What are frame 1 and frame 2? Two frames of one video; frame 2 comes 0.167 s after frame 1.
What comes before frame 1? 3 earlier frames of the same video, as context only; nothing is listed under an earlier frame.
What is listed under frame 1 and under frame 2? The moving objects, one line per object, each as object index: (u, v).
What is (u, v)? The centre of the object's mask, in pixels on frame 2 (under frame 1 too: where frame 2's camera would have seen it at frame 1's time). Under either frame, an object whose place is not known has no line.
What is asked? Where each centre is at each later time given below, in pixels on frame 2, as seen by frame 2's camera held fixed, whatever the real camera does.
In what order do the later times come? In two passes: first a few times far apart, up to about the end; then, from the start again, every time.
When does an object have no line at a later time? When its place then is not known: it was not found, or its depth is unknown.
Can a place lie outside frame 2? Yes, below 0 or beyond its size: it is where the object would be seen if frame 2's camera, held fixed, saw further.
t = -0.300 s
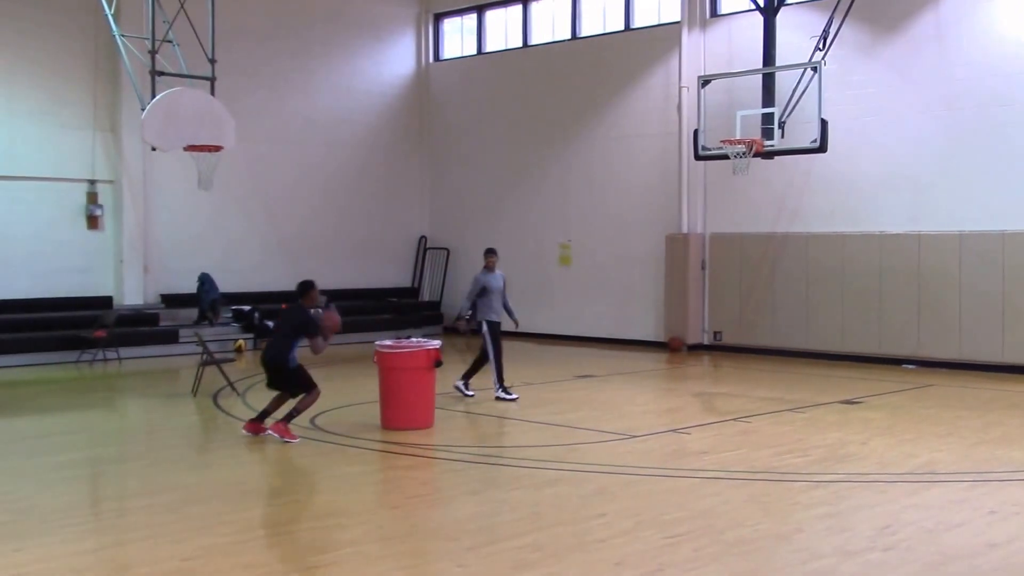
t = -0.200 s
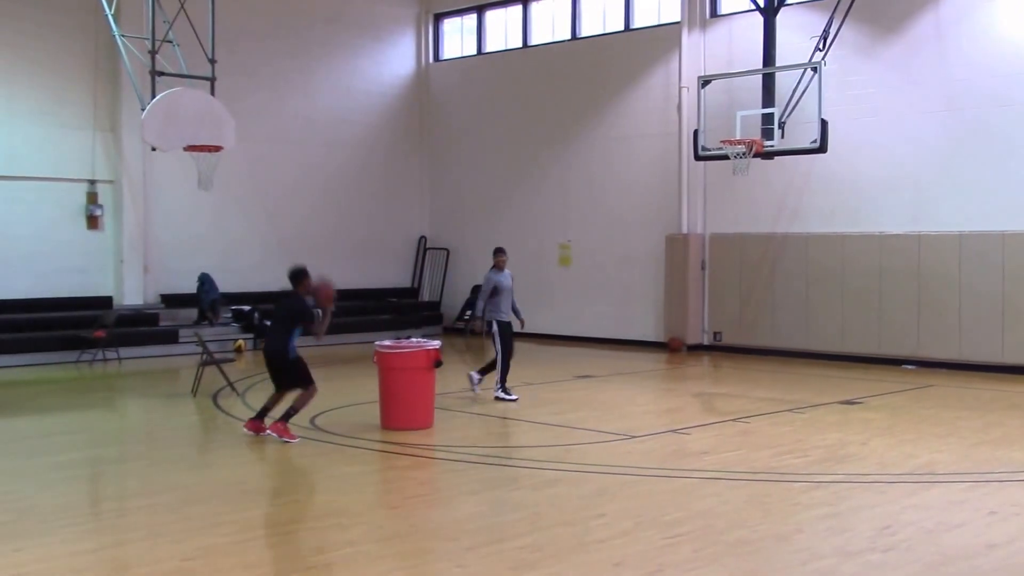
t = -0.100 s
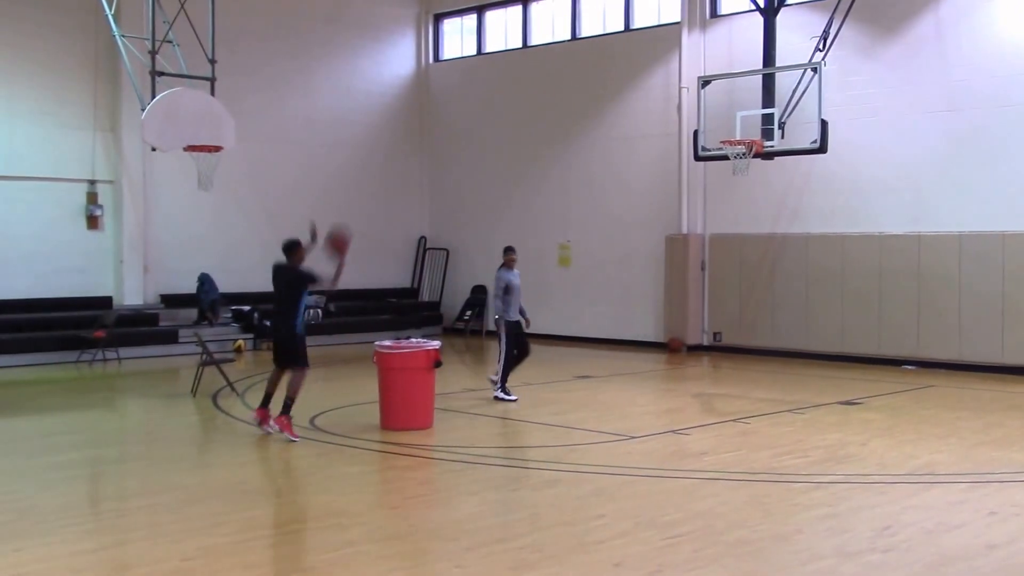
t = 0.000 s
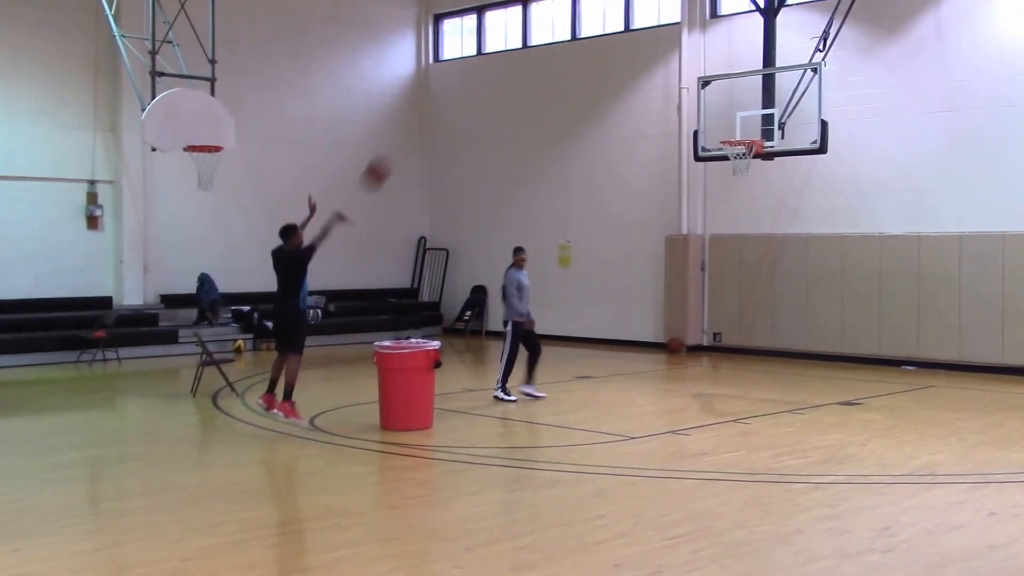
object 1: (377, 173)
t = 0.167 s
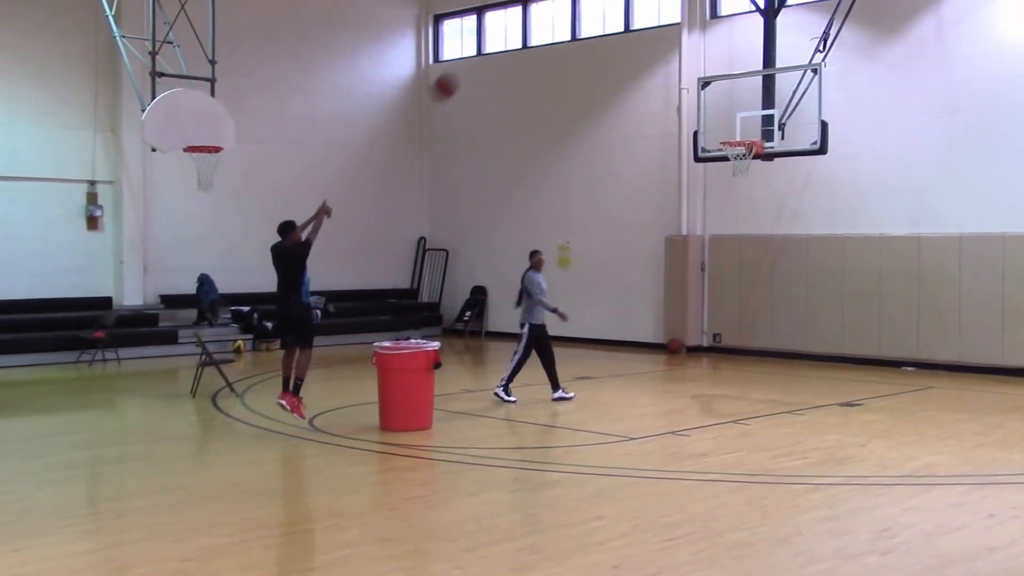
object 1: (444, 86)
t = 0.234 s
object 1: (470, 64)
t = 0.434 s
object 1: (540, 18)
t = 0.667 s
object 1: (612, 17)
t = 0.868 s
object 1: (667, 51)
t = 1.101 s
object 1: (724, 129)
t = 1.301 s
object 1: (751, 122)
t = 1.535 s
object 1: (747, 99)
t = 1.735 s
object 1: (740, 110)
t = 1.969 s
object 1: (737, 131)
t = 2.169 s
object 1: (738, 147)
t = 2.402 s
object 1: (741, 201)
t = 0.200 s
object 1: (457, 74)
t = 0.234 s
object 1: (470, 64)
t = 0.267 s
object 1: (483, 53)
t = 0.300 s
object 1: (494, 42)
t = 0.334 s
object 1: (506, 35)
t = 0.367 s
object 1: (518, 28)
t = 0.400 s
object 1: (528, 23)
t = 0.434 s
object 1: (540, 18)
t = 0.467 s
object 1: (551, 15)
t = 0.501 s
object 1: (562, 12)
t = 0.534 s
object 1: (573, 11)
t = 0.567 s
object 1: (582, 11)
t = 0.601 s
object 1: (593, 12)
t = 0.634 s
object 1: (603, 14)
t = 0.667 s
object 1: (612, 17)
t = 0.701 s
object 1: (624, 21)
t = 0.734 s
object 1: (632, 25)
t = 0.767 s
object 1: (642, 32)
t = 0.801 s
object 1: (650, 38)
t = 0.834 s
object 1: (658, 44)
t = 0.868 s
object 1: (667, 51)
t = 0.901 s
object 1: (676, 61)
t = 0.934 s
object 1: (684, 70)
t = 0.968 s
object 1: (692, 80)
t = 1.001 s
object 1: (700, 92)
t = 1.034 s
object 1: (710, 105)
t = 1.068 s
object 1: (717, 117)
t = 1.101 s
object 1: (724, 129)
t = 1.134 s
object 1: (730, 133)
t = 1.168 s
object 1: (735, 132)
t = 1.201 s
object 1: (741, 132)
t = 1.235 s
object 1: (746, 132)
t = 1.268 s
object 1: (749, 128)
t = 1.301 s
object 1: (751, 122)
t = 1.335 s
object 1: (753, 117)
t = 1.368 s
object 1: (752, 112)
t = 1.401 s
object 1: (751, 108)
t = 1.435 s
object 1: (750, 104)
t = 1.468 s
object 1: (749, 102)
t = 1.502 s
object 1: (748, 100)
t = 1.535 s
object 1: (747, 99)
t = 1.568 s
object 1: (745, 99)
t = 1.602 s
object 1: (744, 99)
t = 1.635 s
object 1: (743, 101)
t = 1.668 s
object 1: (742, 103)
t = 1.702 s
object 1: (741, 106)
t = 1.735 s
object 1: (740, 110)
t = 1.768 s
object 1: (739, 115)
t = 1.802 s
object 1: (738, 122)
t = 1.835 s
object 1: (737, 129)
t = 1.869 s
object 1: (736, 132)
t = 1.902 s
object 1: (737, 131)
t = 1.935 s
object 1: (737, 131)
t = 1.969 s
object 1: (737, 131)
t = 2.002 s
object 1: (738, 132)
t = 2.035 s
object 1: (738, 134)
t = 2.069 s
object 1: (738, 135)
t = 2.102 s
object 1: (738, 137)
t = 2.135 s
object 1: (738, 139)
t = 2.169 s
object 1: (738, 147)
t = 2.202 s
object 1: (737, 152)
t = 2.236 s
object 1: (740, 168)
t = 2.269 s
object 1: (740, 171)
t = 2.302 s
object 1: (740, 180)
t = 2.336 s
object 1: (740, 185)
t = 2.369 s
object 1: (740, 193)
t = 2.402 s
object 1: (741, 201)
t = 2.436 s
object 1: (741, 210)
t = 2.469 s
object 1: (741, 220)
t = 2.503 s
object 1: (742, 232)
